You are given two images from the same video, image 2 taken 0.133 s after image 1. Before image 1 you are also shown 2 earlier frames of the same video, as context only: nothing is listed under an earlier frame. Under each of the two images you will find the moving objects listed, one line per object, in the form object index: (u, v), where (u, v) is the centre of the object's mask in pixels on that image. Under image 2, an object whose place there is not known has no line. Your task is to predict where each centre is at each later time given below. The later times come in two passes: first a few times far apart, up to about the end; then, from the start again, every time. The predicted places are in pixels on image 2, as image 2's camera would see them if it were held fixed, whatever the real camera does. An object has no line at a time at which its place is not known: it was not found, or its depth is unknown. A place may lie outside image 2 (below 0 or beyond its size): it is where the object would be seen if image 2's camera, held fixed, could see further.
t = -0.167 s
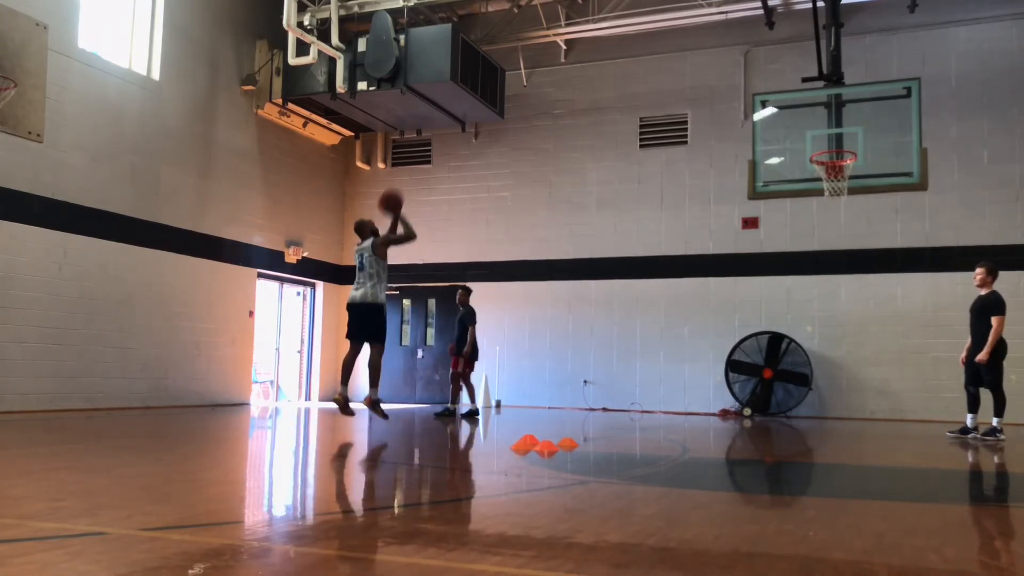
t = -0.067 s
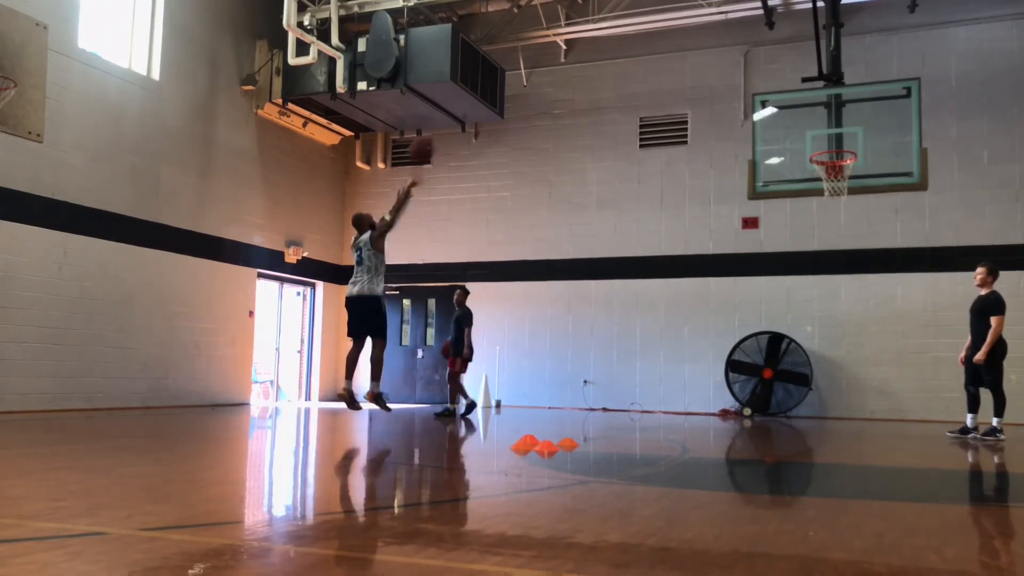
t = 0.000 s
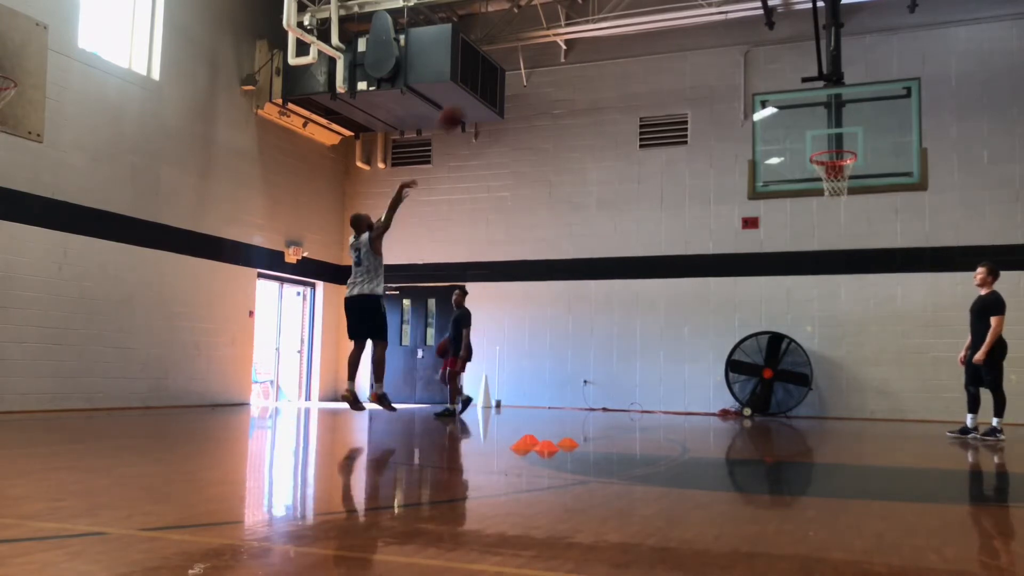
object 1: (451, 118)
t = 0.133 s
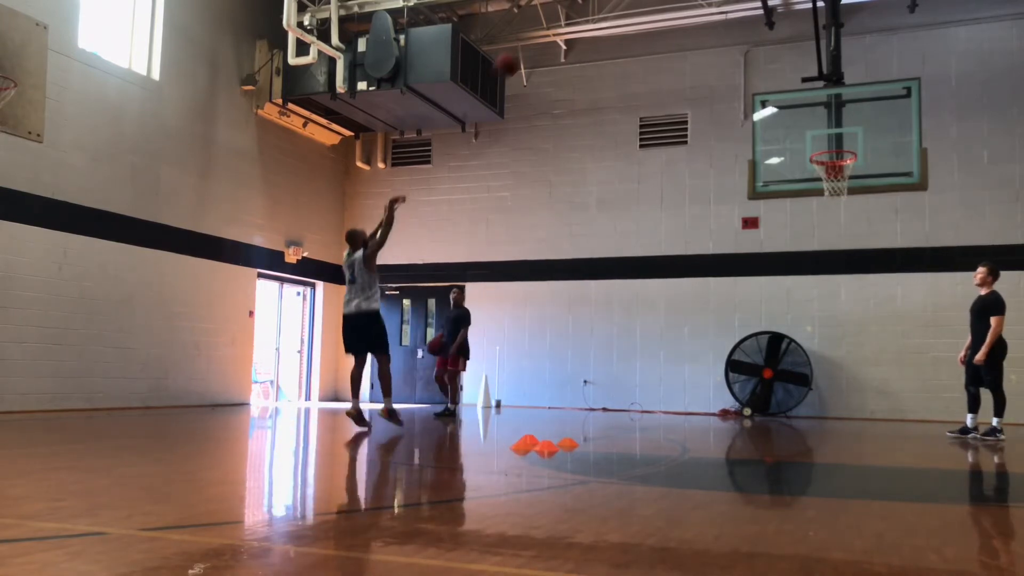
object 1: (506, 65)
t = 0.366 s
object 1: (600, 16)
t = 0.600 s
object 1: (686, 18)
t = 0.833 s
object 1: (766, 66)
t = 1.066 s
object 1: (846, 161)
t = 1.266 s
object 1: (841, 236)
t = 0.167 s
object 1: (521, 55)
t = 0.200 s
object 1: (535, 46)
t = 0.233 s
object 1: (548, 38)
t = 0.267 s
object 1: (561, 30)
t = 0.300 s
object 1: (574, 24)
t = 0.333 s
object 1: (587, 19)
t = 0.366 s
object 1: (600, 16)
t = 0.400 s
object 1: (613, 12)
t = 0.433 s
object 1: (625, 11)
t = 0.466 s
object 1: (638, 10)
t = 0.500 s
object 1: (650, 11)
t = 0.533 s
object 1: (662, 11)
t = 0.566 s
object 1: (674, 15)
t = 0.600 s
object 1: (686, 18)
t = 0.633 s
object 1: (697, 22)
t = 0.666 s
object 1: (710, 27)
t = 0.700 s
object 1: (722, 34)
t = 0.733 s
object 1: (732, 40)
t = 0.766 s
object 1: (744, 48)
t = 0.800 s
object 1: (755, 57)
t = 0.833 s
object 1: (766, 66)
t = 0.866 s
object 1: (777, 77)
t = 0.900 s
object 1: (788, 88)
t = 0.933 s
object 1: (800, 102)
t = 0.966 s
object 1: (810, 115)
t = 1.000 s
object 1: (821, 128)
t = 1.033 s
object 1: (832, 142)
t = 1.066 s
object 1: (846, 161)
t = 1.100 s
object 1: (848, 172)
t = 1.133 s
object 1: (846, 185)
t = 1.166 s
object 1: (843, 197)
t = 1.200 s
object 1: (843, 210)
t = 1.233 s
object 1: (842, 223)
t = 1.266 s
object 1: (841, 236)
